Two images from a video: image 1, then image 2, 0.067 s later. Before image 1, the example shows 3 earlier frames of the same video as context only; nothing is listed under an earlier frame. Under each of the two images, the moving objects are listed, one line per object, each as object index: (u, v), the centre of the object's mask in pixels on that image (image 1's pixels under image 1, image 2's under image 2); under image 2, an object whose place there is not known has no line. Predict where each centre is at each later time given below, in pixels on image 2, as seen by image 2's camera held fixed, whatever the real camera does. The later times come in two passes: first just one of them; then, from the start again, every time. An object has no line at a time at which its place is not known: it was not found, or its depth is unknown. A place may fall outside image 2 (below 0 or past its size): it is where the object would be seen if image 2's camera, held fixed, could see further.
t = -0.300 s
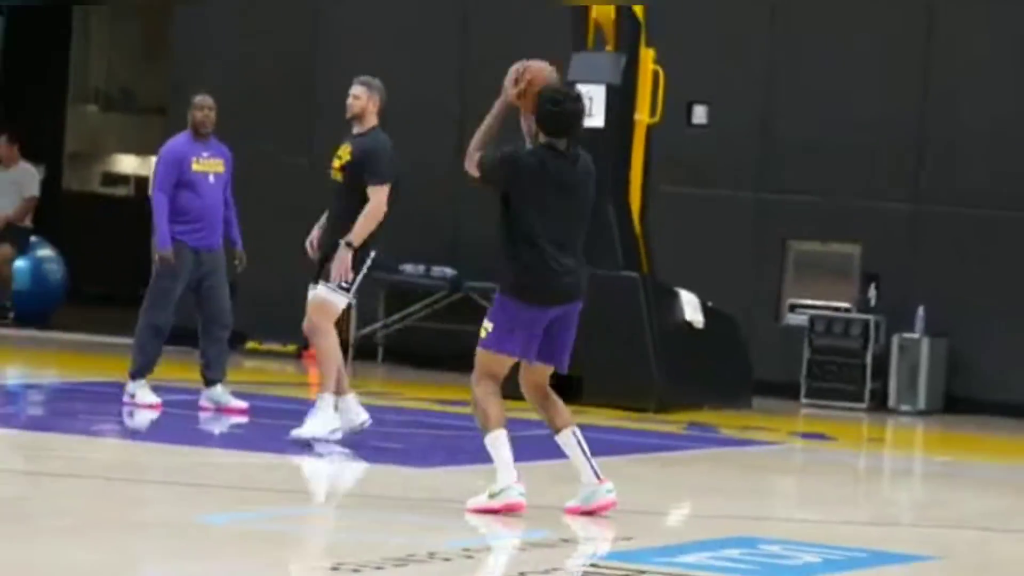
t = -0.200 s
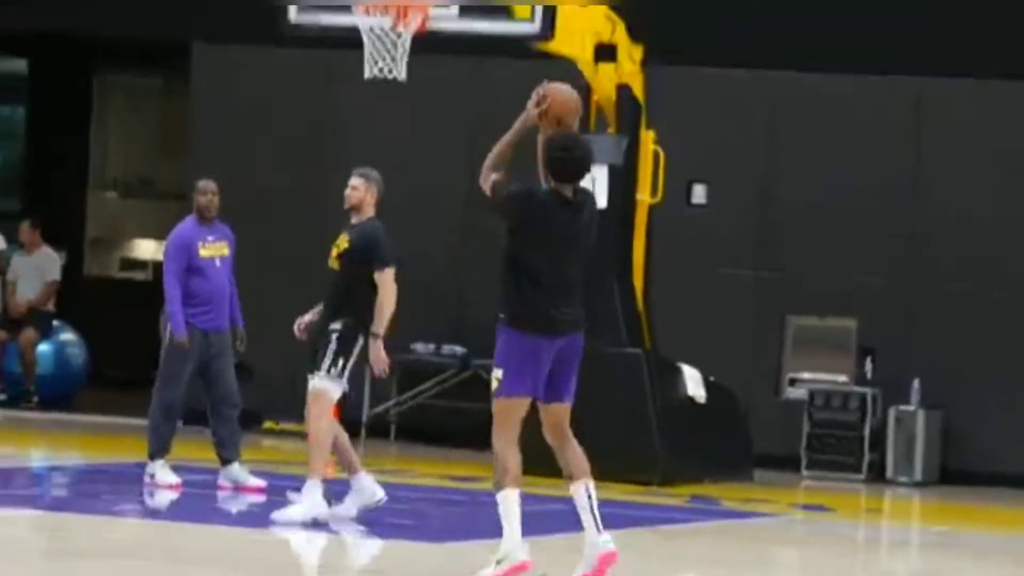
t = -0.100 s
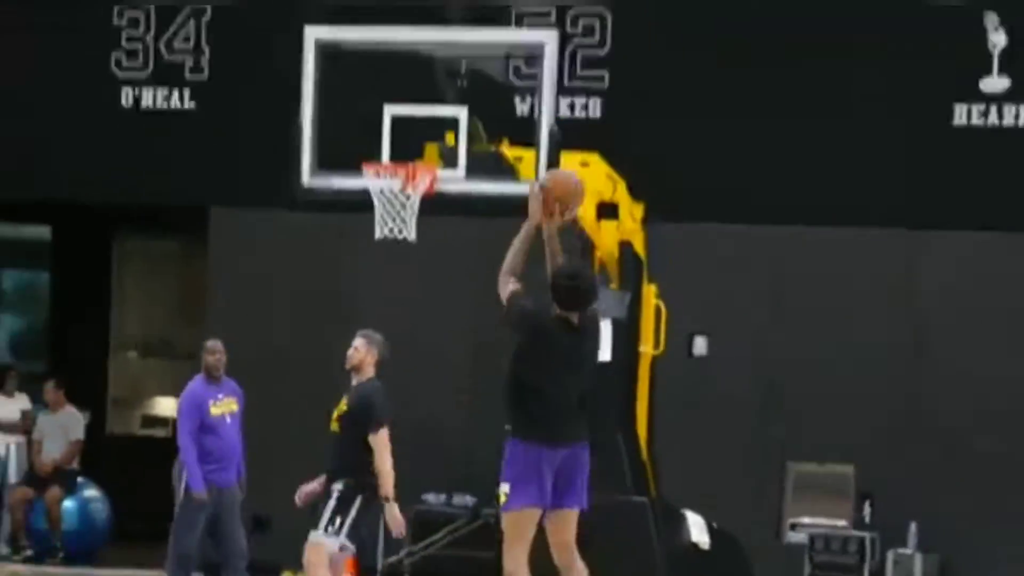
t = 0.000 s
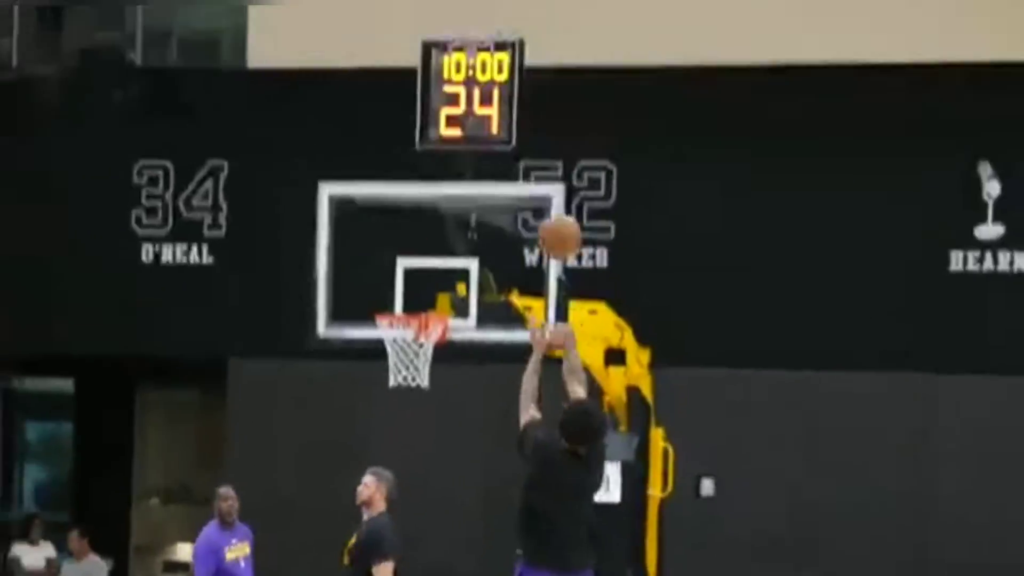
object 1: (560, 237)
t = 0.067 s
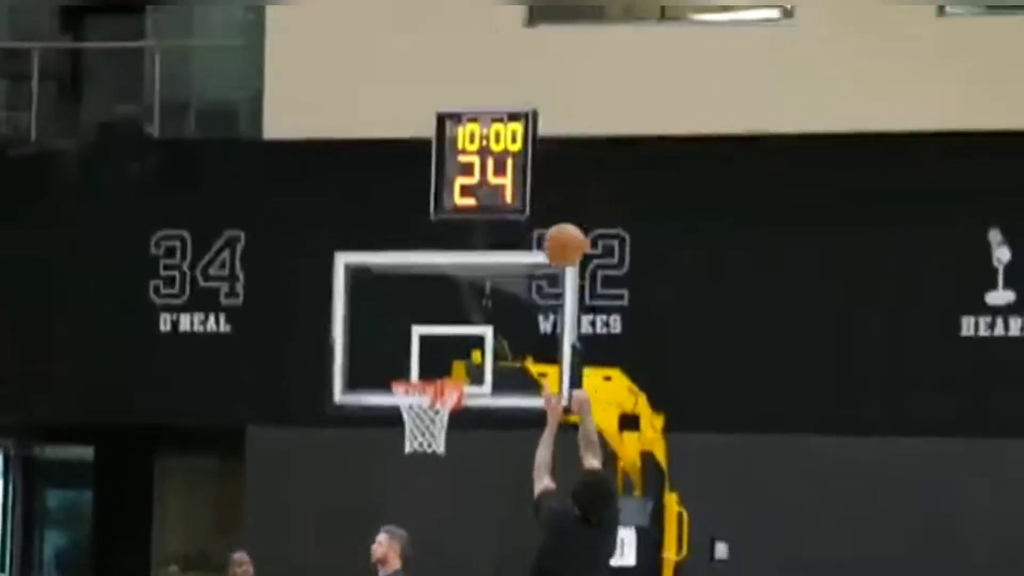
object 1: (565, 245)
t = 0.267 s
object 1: (540, 130)
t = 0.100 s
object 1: (560, 220)
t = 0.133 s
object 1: (556, 197)
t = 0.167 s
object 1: (552, 177)
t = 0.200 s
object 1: (547, 159)
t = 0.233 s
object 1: (544, 143)
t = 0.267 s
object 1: (540, 130)
